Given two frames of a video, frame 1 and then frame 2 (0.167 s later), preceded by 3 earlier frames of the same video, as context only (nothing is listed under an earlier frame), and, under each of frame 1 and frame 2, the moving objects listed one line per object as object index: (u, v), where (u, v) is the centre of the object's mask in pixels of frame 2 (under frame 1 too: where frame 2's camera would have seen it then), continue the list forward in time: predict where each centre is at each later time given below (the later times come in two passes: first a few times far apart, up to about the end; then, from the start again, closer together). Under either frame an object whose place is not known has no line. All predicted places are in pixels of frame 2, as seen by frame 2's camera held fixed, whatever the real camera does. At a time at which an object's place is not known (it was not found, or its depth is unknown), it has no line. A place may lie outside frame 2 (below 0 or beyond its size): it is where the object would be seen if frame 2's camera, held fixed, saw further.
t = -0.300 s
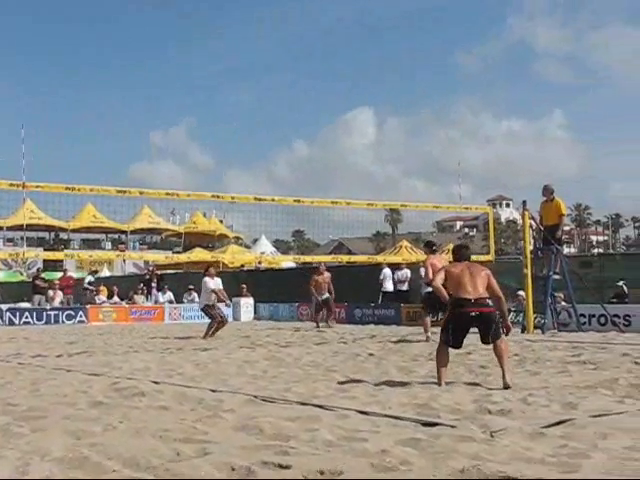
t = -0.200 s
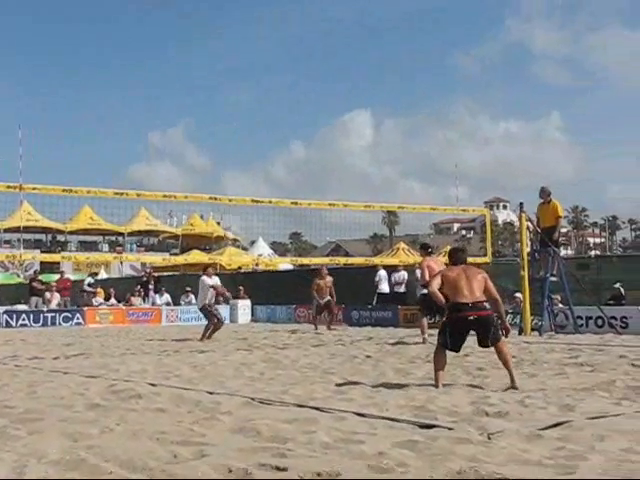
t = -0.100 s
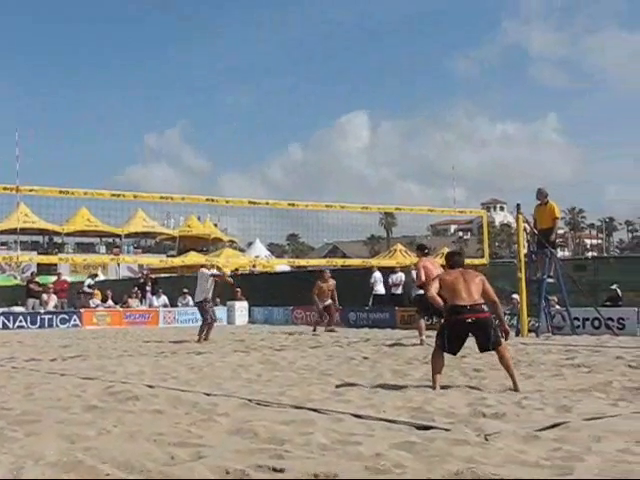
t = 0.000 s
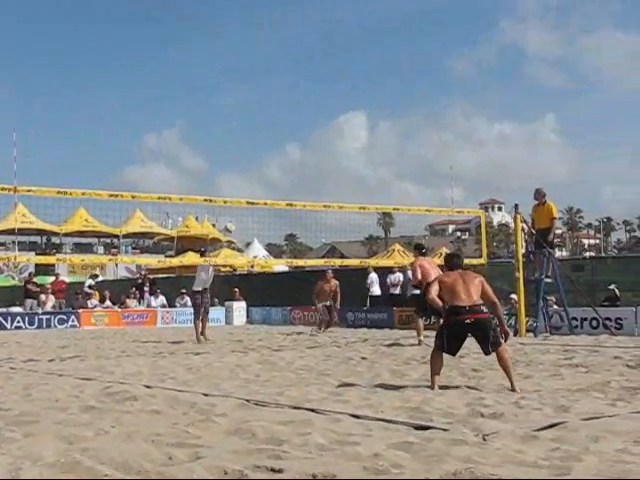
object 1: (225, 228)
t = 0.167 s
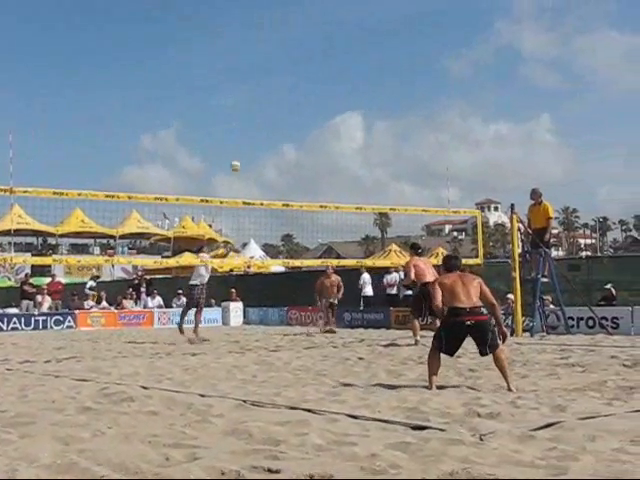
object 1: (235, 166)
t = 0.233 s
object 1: (238, 144)
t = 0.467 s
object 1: (251, 88)
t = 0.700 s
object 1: (263, 59)
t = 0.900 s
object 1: (272, 55)
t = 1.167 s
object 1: (285, 82)
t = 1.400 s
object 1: (296, 135)
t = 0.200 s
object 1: (237, 155)
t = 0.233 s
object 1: (238, 144)
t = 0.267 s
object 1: (241, 135)
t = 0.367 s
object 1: (246, 110)
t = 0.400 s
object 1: (247, 102)
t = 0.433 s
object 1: (249, 95)
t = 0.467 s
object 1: (251, 88)
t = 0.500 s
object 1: (253, 83)
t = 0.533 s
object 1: (255, 77)
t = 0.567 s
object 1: (256, 72)
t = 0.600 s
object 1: (257, 68)
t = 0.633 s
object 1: (259, 64)
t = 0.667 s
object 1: (261, 62)
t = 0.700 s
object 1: (263, 59)
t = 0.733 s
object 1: (264, 56)
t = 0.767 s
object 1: (266, 55)
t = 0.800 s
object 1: (267, 54)
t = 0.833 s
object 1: (269, 54)
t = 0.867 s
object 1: (270, 54)
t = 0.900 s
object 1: (272, 55)
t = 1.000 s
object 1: (277, 61)
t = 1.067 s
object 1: (281, 66)
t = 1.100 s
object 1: (282, 71)
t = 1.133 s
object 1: (284, 76)
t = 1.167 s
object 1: (285, 82)
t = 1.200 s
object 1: (287, 88)
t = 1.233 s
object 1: (288, 94)
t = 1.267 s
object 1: (290, 101)
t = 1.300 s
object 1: (291, 109)
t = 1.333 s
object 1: (293, 117)
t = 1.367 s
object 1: (294, 126)
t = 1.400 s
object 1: (296, 135)
